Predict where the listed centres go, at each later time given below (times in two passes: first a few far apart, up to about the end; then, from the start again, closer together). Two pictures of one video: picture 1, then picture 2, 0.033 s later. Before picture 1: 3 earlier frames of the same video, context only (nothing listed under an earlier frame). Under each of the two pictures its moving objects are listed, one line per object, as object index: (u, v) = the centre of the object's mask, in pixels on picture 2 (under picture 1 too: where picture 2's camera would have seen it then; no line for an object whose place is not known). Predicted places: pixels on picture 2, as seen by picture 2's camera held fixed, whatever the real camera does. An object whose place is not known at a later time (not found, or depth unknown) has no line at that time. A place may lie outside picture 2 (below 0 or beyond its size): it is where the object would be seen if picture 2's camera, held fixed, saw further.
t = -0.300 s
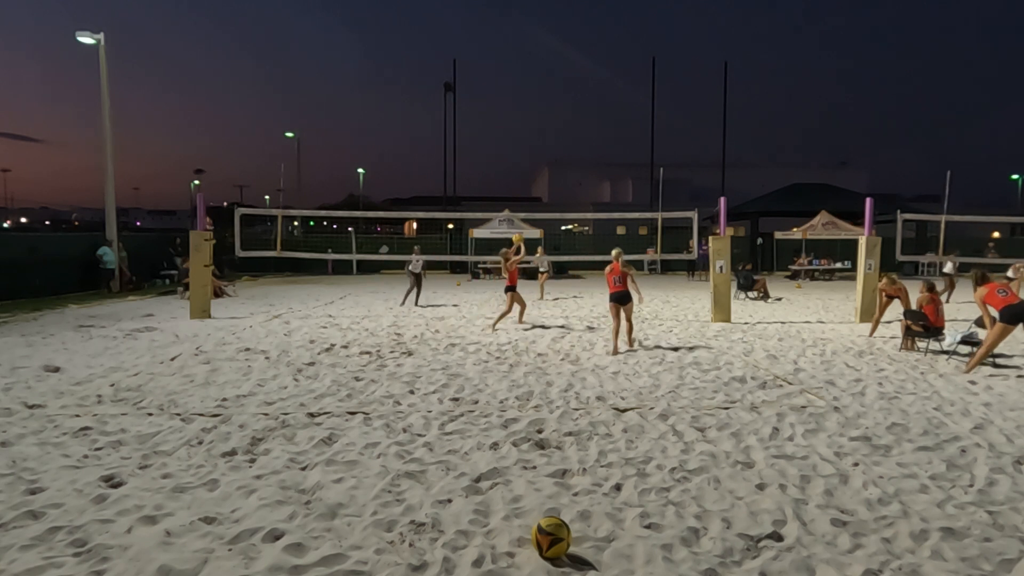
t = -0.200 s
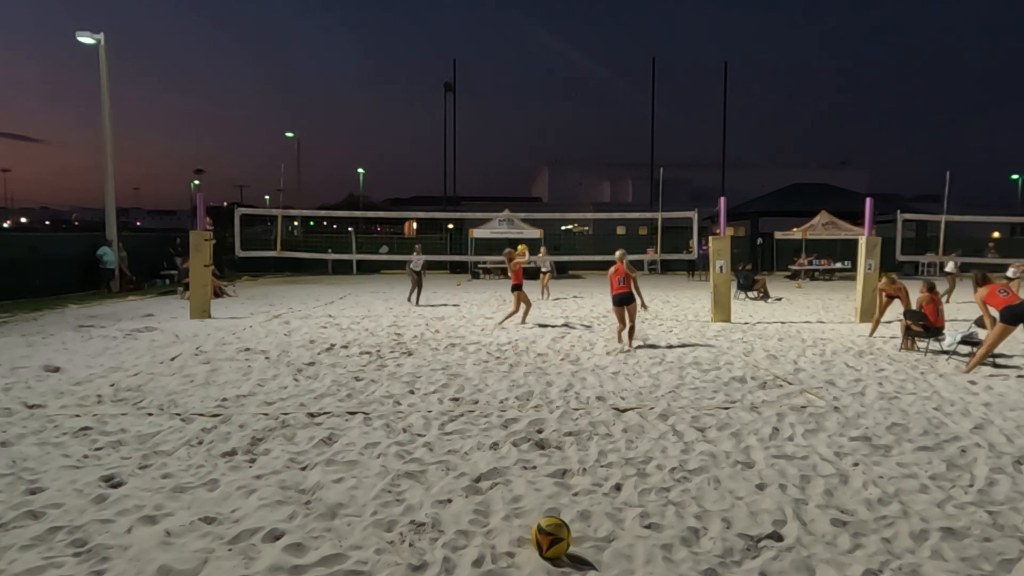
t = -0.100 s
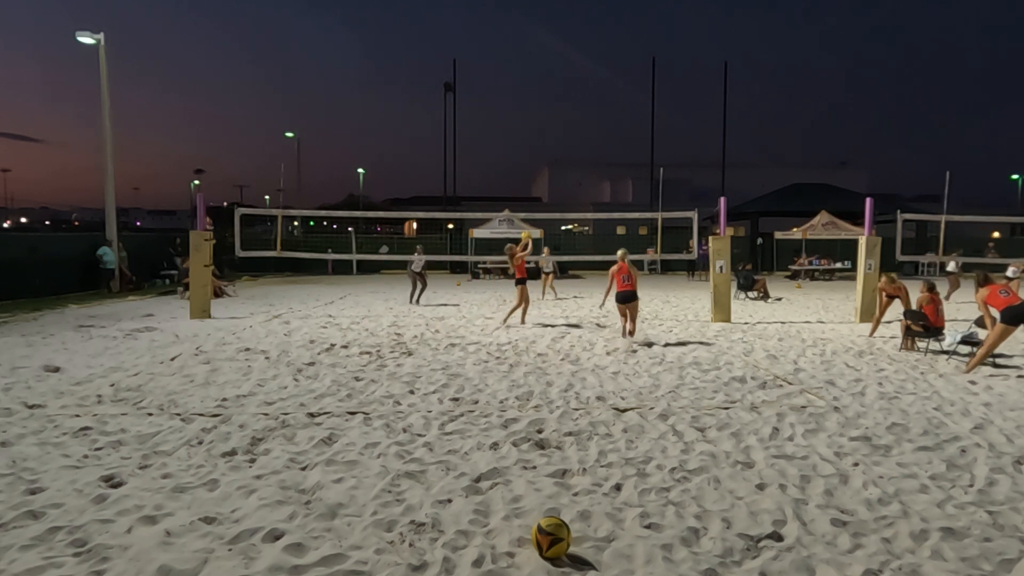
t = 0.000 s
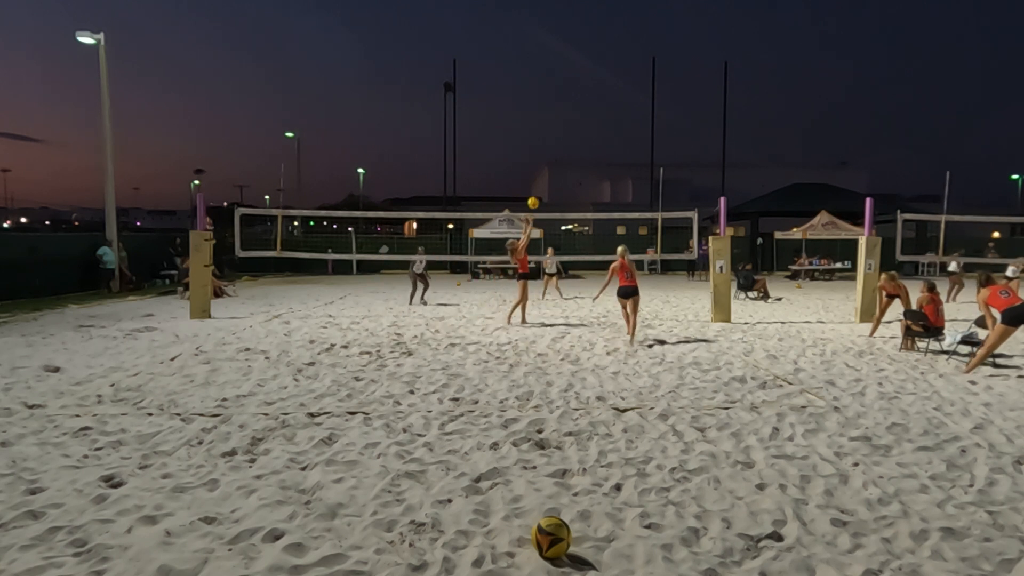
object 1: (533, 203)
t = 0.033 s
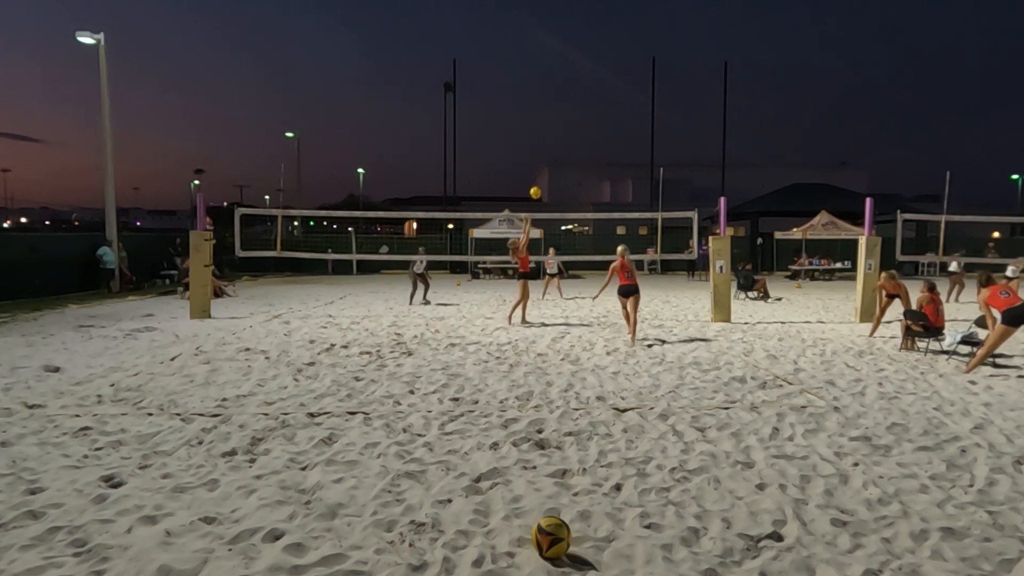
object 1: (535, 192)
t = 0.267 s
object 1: (552, 137)
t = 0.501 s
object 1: (569, 111)
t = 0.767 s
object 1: (588, 115)
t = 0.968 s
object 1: (603, 141)
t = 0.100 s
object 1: (540, 174)
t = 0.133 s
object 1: (542, 165)
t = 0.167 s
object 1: (545, 157)
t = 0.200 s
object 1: (547, 150)
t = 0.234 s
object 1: (549, 143)
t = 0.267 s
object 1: (552, 137)
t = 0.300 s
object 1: (554, 131)
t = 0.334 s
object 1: (556, 127)
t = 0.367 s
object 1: (559, 122)
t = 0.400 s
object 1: (561, 118)
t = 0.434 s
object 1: (564, 115)
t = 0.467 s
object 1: (566, 113)
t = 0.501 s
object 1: (569, 111)
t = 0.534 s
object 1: (571, 109)
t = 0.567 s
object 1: (573, 108)
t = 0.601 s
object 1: (576, 108)
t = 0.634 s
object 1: (578, 108)
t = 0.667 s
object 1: (581, 109)
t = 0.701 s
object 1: (583, 110)
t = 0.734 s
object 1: (586, 112)
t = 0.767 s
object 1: (588, 115)
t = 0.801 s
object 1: (591, 118)
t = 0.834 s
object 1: (593, 121)
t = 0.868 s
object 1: (596, 125)
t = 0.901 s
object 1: (598, 130)
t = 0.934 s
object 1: (600, 135)
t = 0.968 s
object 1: (603, 141)
